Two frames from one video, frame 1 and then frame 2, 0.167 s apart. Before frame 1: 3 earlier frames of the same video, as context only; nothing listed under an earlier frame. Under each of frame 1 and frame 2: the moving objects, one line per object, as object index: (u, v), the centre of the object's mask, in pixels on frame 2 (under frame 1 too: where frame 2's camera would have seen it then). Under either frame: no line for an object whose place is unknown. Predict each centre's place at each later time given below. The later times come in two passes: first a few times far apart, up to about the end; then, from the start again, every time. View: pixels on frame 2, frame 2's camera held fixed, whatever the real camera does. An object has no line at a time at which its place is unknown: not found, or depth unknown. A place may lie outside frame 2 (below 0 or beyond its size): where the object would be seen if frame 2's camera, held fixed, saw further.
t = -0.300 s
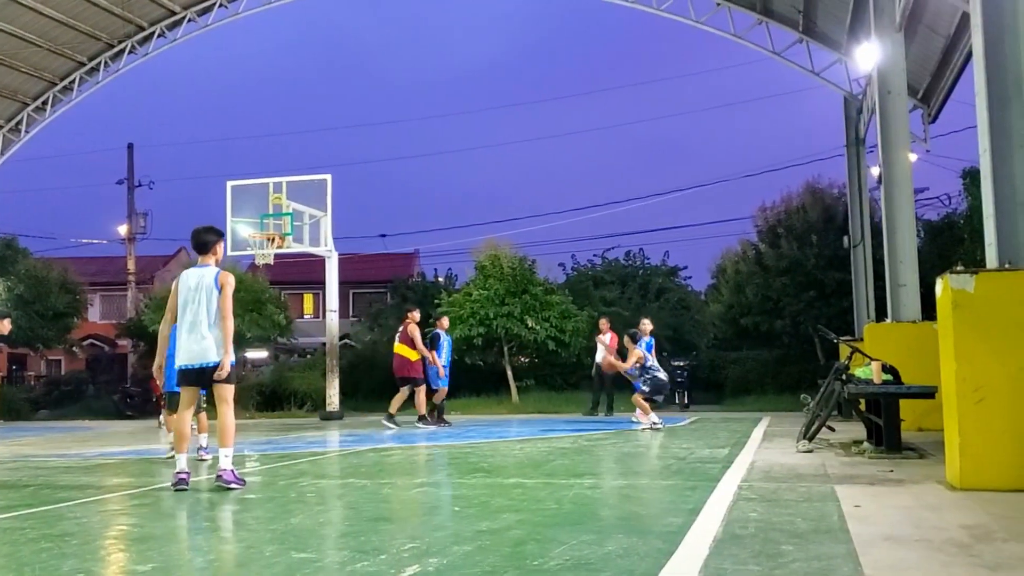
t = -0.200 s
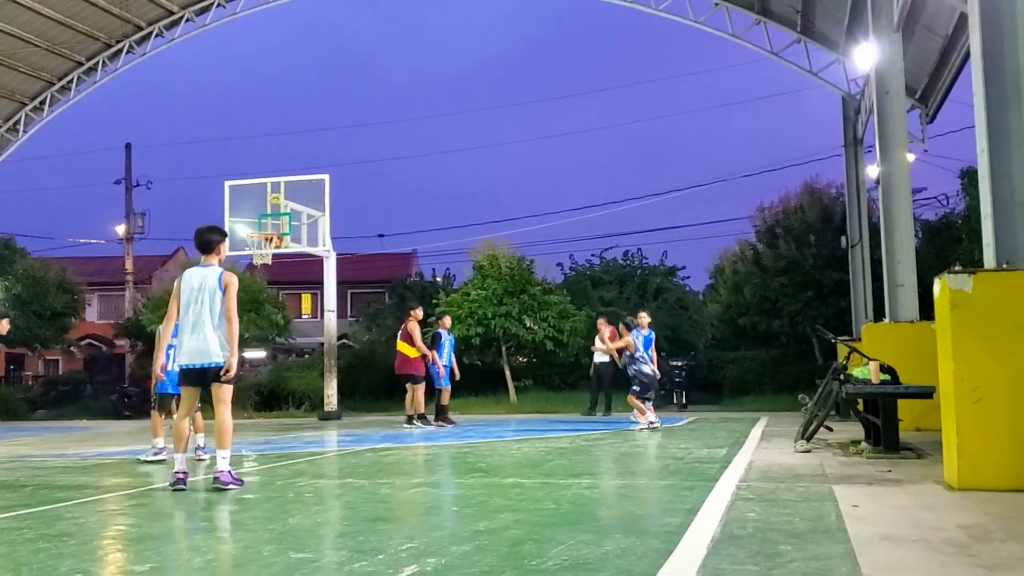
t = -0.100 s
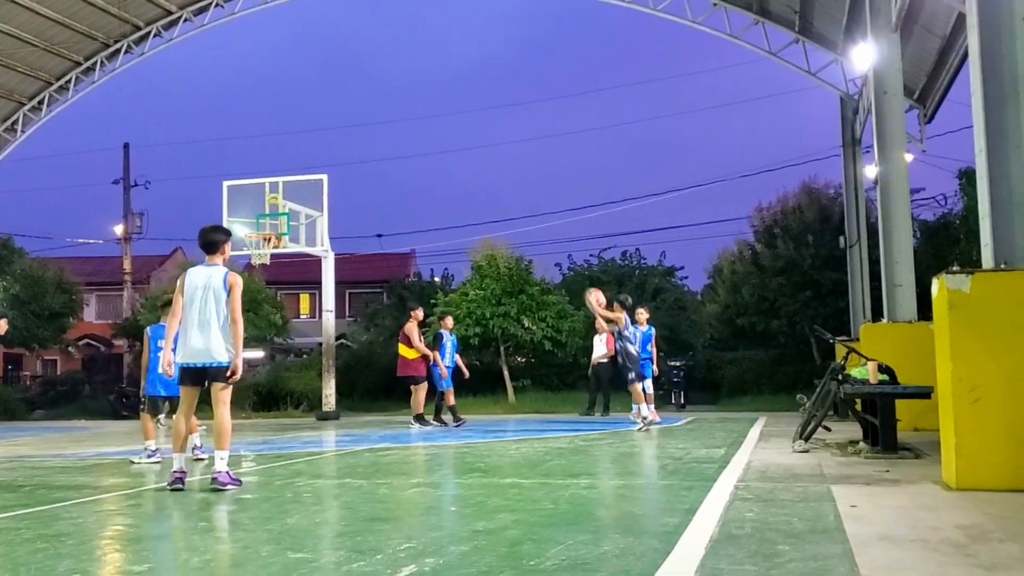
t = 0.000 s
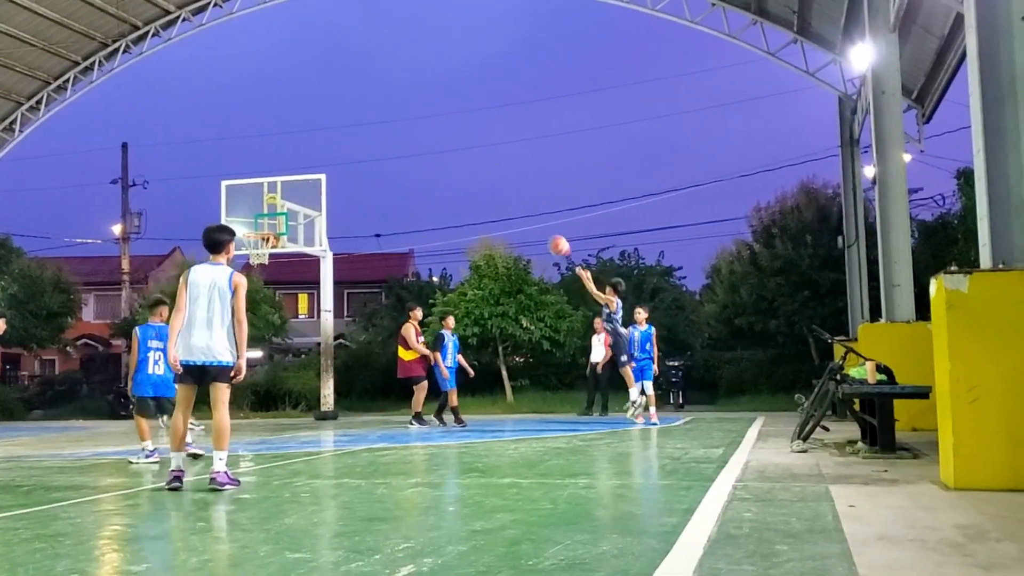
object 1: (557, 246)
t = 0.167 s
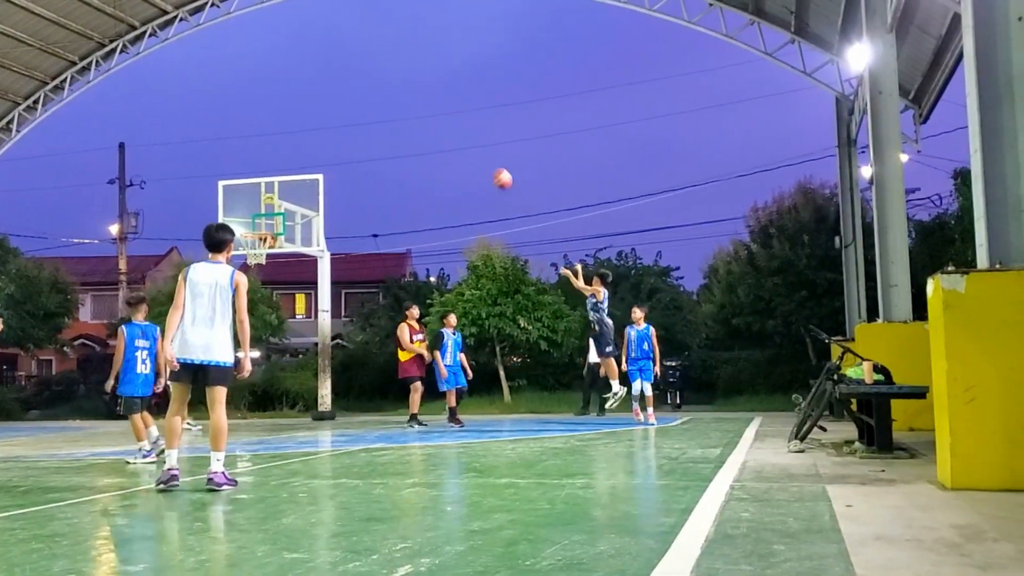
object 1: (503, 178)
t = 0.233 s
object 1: (482, 159)
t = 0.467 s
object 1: (416, 117)
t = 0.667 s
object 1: (366, 113)
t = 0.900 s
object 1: (313, 140)
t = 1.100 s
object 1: (272, 188)
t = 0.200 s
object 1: (492, 168)
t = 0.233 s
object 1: (482, 159)
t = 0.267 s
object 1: (472, 150)
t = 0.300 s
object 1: (462, 143)
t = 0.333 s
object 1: (453, 136)
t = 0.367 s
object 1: (444, 130)
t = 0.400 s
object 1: (434, 125)
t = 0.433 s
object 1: (425, 120)
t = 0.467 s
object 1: (416, 117)
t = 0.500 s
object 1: (407, 115)
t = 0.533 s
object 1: (399, 113)
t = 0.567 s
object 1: (391, 112)
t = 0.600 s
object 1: (383, 112)
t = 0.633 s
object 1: (374, 112)
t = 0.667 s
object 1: (366, 113)
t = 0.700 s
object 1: (358, 115)
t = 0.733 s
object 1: (351, 118)
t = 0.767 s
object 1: (343, 121)
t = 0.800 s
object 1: (335, 125)
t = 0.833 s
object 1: (328, 129)
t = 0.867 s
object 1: (321, 134)
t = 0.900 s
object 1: (313, 140)
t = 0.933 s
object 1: (306, 147)
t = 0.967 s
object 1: (299, 154)
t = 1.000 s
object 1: (293, 161)
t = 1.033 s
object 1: (286, 169)
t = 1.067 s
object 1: (280, 178)
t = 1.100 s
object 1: (272, 188)
